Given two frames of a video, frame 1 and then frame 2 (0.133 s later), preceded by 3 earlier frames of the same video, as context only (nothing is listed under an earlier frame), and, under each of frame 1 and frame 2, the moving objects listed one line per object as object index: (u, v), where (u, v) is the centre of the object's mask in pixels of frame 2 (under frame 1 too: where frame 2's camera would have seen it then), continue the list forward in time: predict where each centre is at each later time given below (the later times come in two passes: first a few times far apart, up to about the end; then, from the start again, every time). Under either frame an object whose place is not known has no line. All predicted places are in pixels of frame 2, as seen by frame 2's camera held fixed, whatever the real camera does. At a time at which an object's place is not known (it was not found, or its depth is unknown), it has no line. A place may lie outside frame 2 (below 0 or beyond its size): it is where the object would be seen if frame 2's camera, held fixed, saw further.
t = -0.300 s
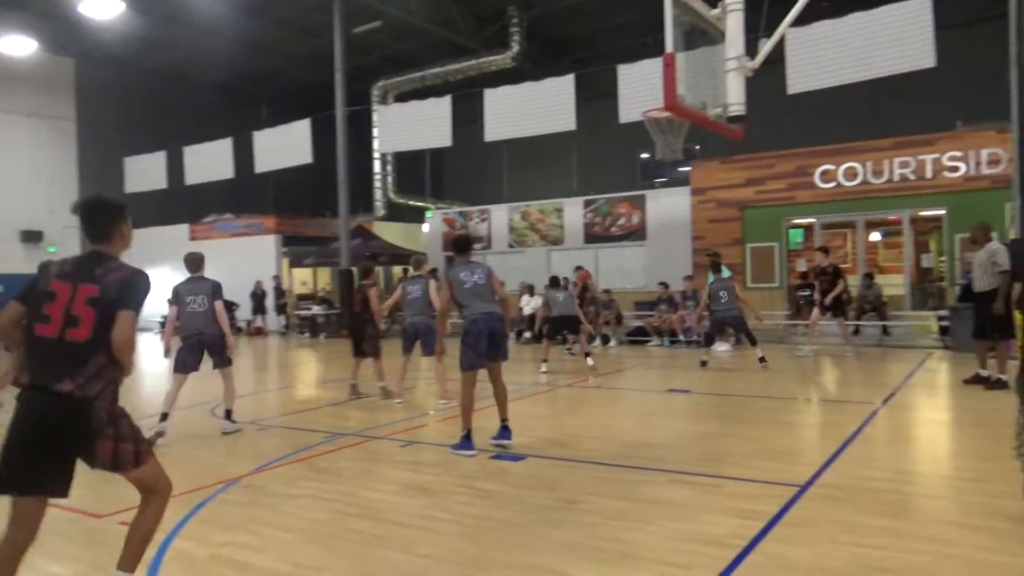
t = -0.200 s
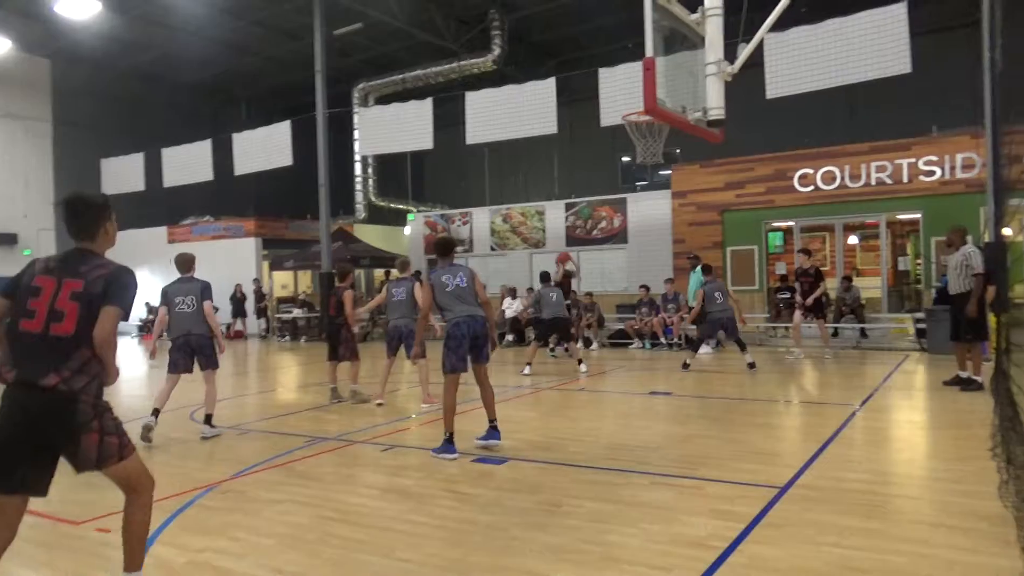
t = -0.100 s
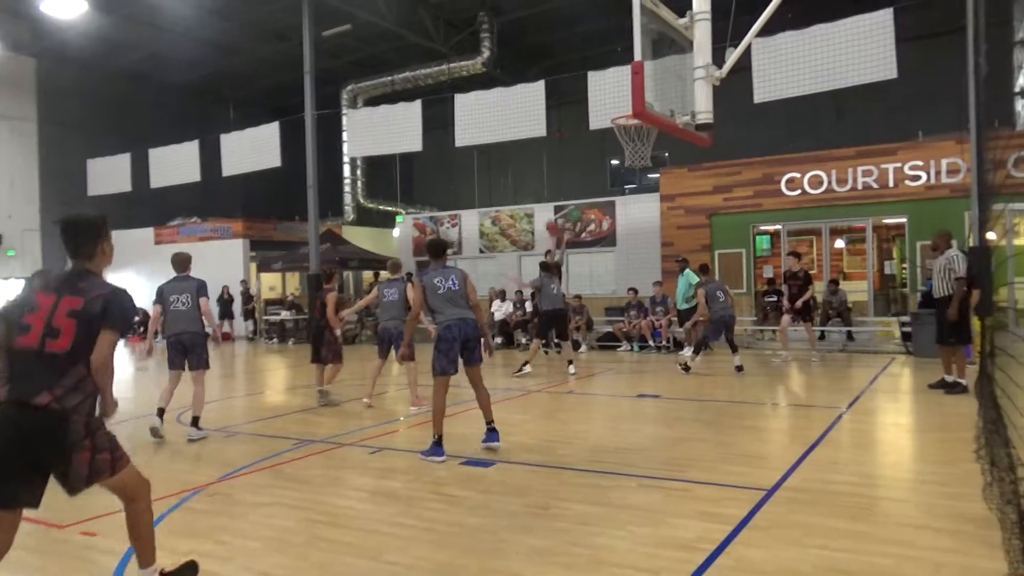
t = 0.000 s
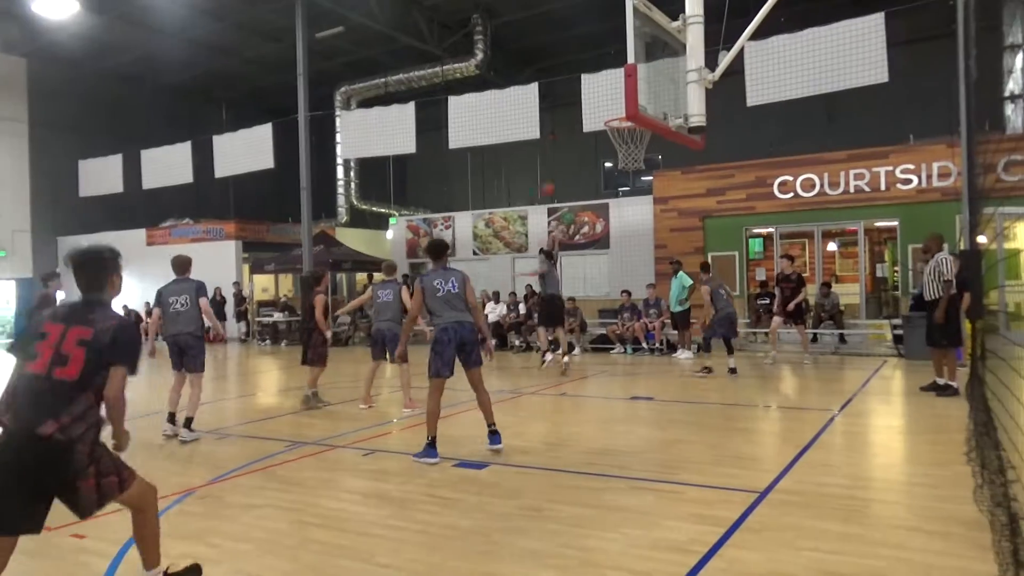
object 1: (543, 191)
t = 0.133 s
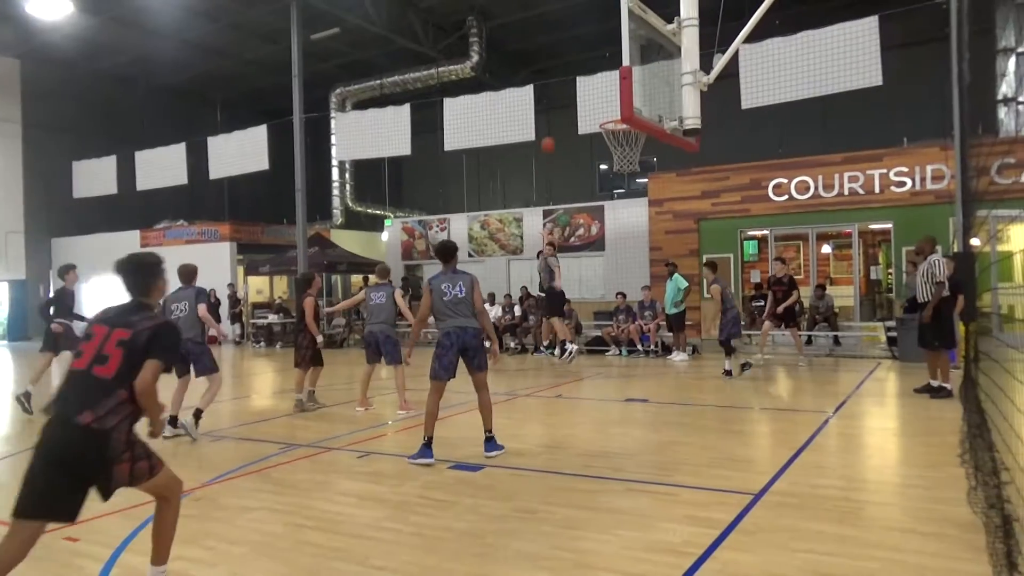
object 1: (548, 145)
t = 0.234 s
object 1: (552, 113)
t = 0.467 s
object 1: (562, 58)
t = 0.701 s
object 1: (576, 32)
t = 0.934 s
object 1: (594, 45)
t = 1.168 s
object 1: (613, 113)
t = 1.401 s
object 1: (631, 162)
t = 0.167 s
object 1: (550, 134)
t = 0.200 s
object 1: (551, 124)
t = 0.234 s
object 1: (552, 113)
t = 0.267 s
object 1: (553, 104)
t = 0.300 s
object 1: (554, 96)
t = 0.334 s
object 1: (556, 88)
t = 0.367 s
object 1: (557, 79)
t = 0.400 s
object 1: (558, 72)
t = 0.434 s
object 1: (560, 65)
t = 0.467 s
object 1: (562, 58)
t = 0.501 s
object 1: (564, 54)
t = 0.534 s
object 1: (566, 48)
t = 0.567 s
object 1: (568, 44)
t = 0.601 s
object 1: (570, 39)
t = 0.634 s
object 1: (572, 36)
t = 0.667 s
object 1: (574, 34)
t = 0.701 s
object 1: (576, 32)
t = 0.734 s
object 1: (578, 31)
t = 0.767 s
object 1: (581, 31)
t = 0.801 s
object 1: (583, 32)
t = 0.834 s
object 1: (586, 34)
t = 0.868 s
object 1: (588, 36)
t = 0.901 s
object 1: (591, 40)
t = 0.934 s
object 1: (594, 45)
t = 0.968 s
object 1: (597, 52)
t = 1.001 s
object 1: (600, 59)
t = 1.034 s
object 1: (603, 67)
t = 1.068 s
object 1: (607, 76)
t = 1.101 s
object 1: (609, 89)
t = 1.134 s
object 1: (612, 101)
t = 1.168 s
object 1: (613, 113)
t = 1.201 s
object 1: (619, 134)
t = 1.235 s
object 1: (626, 145)
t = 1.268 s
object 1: (627, 151)
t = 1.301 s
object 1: (627, 149)
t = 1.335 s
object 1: (628, 152)
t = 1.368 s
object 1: (629, 156)
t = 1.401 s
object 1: (631, 162)
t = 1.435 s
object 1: (632, 169)
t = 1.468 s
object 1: (633, 176)
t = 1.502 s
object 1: (634, 186)
